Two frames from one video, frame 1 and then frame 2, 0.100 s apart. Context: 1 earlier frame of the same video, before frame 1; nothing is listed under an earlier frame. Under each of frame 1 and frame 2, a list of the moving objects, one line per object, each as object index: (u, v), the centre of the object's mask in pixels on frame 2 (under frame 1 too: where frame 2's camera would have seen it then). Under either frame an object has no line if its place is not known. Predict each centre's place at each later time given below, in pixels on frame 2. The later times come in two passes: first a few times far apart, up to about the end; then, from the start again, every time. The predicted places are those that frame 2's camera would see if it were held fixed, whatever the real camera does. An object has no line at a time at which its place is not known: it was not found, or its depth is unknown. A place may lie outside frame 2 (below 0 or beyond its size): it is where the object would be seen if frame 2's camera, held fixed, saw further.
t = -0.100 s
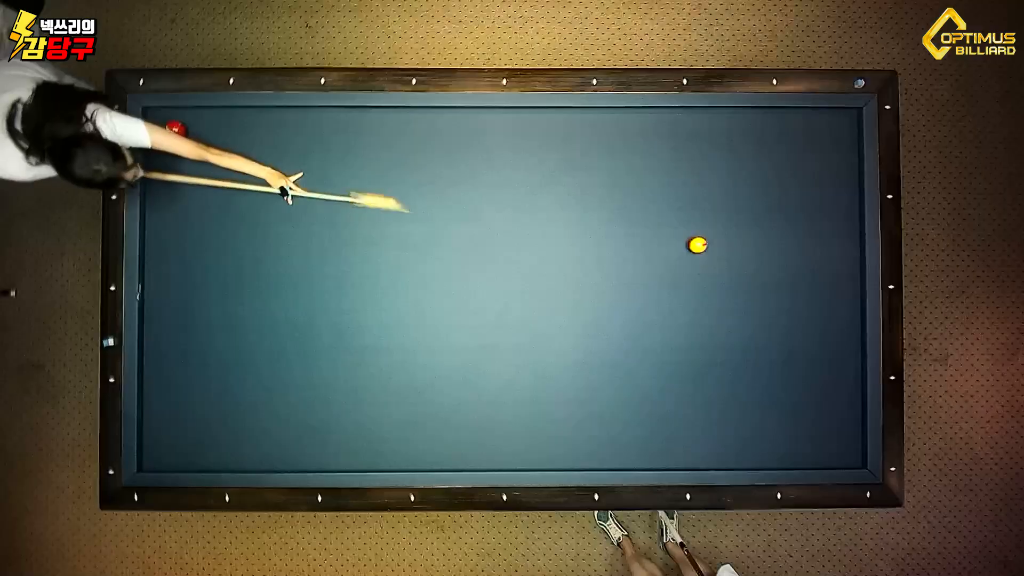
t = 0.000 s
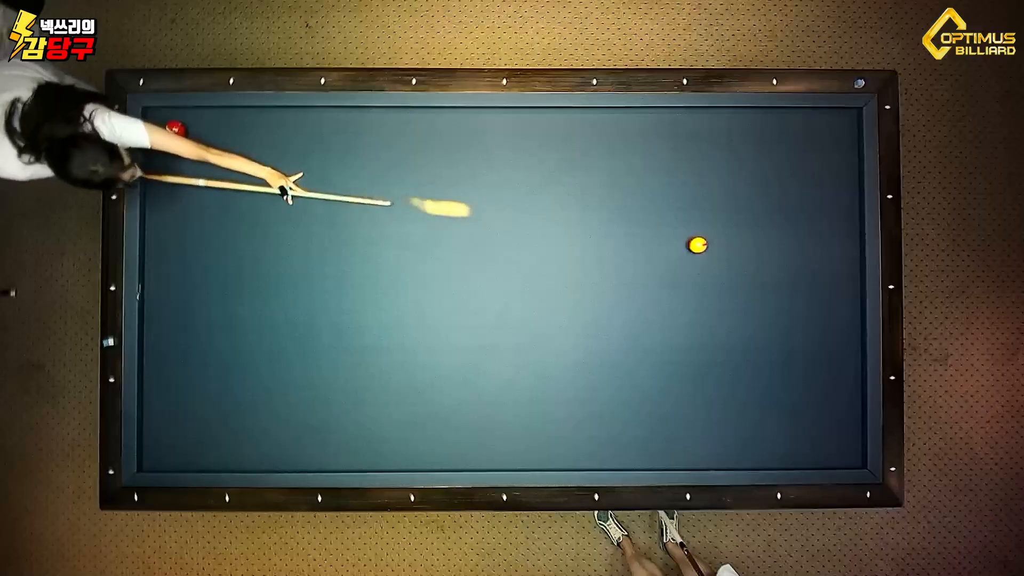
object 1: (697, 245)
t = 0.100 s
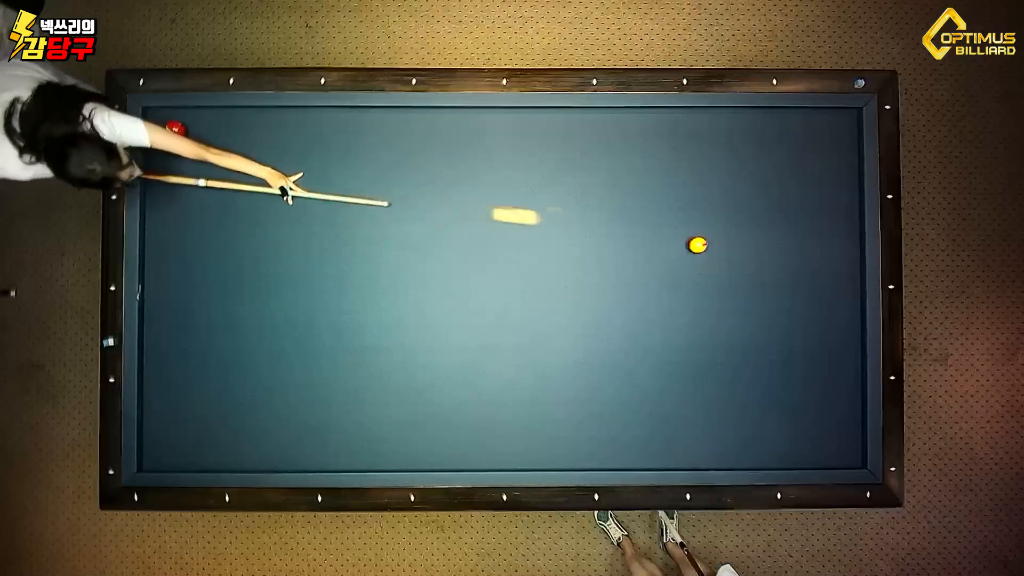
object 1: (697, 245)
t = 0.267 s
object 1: (697, 245)
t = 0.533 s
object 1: (768, 304)
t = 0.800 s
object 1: (853, 384)
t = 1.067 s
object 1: (785, 433)
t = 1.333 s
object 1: (723, 452)
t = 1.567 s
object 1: (680, 425)
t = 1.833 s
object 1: (635, 400)
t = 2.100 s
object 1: (591, 376)
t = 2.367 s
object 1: (548, 353)
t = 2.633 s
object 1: (504, 330)
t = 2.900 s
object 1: (461, 307)
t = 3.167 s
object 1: (418, 285)
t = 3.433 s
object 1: (376, 262)
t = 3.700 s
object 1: (333, 240)
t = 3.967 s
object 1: (291, 218)
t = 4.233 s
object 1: (248, 196)
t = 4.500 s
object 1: (206, 175)
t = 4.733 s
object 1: (171, 156)
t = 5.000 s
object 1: (159, 134)
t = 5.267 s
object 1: (157, 118)
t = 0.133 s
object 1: (697, 245)
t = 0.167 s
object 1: (697, 245)
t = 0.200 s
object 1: (697, 245)
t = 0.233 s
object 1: (697, 245)
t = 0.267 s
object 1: (697, 245)
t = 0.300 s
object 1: (697, 245)
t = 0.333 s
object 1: (699, 246)
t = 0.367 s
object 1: (704, 250)
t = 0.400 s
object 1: (718, 261)
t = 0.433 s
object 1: (727, 270)
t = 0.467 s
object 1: (741, 282)
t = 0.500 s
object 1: (755, 293)
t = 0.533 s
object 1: (768, 304)
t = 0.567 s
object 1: (778, 313)
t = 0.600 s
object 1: (793, 325)
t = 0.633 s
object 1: (804, 335)
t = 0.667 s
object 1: (817, 345)
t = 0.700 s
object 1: (829, 356)
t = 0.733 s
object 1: (839, 365)
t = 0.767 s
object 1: (849, 375)
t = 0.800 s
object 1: (853, 384)
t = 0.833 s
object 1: (849, 390)
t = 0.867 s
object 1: (839, 397)
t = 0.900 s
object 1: (830, 403)
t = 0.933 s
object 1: (820, 409)
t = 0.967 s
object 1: (811, 415)
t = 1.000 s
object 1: (802, 421)
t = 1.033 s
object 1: (794, 427)
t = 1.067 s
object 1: (785, 433)
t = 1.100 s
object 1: (777, 439)
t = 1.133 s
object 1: (768, 445)
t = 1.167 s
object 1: (760, 450)
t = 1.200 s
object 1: (752, 456)
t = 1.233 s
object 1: (744, 459)
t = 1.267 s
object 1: (737, 460)
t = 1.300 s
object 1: (730, 456)
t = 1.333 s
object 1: (723, 452)
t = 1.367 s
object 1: (717, 447)
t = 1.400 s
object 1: (711, 444)
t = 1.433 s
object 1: (704, 440)
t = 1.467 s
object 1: (698, 436)
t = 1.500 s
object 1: (692, 432)
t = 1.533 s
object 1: (686, 428)
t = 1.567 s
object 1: (680, 425)
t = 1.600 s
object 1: (674, 422)
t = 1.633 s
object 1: (669, 418)
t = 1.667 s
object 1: (663, 415)
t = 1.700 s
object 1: (657, 412)
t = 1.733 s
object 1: (652, 409)
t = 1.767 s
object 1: (646, 406)
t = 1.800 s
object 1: (641, 403)
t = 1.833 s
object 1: (635, 400)
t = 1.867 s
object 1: (630, 397)
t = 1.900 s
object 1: (624, 394)
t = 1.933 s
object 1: (619, 391)
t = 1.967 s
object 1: (613, 388)
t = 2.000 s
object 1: (608, 385)
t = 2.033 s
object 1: (602, 383)
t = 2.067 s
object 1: (597, 379)
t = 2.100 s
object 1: (591, 376)
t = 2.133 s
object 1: (586, 373)
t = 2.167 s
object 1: (581, 371)
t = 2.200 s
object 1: (575, 368)
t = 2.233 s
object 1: (569, 365)
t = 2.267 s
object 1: (564, 362)
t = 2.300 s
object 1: (558, 359)
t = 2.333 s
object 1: (553, 356)
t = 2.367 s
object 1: (548, 353)
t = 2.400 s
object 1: (542, 350)
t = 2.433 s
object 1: (537, 348)
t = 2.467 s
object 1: (531, 344)
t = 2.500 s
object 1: (526, 342)
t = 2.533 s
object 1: (521, 339)
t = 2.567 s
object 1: (515, 336)
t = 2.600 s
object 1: (510, 333)
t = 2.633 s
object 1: (504, 330)
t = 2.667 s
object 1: (499, 327)
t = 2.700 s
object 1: (493, 325)
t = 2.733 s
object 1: (488, 322)
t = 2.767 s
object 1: (482, 319)
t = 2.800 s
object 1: (477, 316)
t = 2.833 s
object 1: (472, 313)
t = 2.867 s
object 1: (467, 310)
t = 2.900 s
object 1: (461, 307)
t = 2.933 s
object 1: (456, 305)
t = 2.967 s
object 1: (450, 302)
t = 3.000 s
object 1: (445, 299)
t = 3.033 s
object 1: (440, 296)
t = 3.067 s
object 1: (434, 293)
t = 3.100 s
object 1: (429, 290)
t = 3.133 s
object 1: (424, 288)
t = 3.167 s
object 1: (418, 285)
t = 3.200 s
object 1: (413, 282)
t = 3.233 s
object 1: (408, 279)
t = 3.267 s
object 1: (402, 276)
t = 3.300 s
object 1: (397, 273)
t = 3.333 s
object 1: (391, 271)
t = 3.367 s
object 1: (386, 268)
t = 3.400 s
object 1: (381, 265)
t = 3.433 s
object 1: (376, 262)
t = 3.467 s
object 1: (371, 260)
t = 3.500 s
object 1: (365, 257)
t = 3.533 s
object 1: (360, 254)
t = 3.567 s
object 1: (355, 251)
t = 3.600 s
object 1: (349, 249)
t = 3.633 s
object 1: (344, 246)
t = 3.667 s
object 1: (338, 243)
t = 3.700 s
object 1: (333, 240)
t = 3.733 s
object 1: (328, 238)
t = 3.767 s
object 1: (323, 235)
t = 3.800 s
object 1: (317, 232)
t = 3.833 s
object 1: (312, 229)
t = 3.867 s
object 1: (307, 226)
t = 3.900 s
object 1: (301, 224)
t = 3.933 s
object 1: (296, 221)
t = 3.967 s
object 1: (291, 218)
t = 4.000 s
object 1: (285, 216)
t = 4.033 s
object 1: (280, 213)
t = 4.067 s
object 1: (275, 210)
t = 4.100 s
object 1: (269, 207)
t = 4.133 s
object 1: (264, 205)
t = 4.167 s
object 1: (259, 202)
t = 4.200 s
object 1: (254, 199)
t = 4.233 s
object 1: (248, 196)
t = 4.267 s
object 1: (243, 194)
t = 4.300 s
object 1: (238, 191)
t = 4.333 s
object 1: (232, 188)
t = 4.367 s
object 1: (227, 185)
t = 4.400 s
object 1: (222, 183)
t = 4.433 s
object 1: (217, 180)
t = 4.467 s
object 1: (211, 177)
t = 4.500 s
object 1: (206, 175)
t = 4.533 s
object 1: (201, 172)
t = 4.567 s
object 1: (196, 170)
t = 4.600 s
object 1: (191, 167)
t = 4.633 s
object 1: (186, 164)
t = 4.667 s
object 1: (180, 161)
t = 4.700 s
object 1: (175, 159)
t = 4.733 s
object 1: (171, 156)
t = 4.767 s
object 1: (165, 153)
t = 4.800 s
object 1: (160, 151)
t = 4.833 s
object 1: (154, 148)
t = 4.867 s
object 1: (152, 146)
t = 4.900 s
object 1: (151, 143)
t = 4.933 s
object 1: (153, 140)
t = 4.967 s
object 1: (157, 136)
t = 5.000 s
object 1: (159, 134)
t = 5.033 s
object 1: (160, 132)
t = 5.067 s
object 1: (159, 129)
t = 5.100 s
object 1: (159, 128)
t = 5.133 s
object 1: (159, 126)
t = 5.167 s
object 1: (158, 124)
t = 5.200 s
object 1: (158, 122)
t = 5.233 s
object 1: (157, 120)
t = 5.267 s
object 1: (157, 118)
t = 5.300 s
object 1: (157, 116)
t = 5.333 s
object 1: (157, 115)
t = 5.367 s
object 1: (156, 116)
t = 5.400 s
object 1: (156, 117)
